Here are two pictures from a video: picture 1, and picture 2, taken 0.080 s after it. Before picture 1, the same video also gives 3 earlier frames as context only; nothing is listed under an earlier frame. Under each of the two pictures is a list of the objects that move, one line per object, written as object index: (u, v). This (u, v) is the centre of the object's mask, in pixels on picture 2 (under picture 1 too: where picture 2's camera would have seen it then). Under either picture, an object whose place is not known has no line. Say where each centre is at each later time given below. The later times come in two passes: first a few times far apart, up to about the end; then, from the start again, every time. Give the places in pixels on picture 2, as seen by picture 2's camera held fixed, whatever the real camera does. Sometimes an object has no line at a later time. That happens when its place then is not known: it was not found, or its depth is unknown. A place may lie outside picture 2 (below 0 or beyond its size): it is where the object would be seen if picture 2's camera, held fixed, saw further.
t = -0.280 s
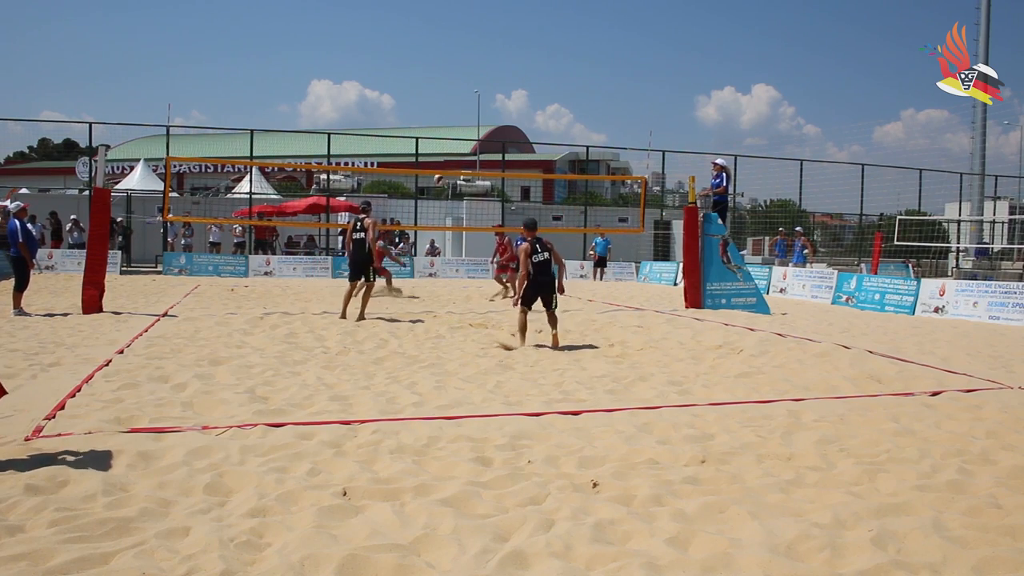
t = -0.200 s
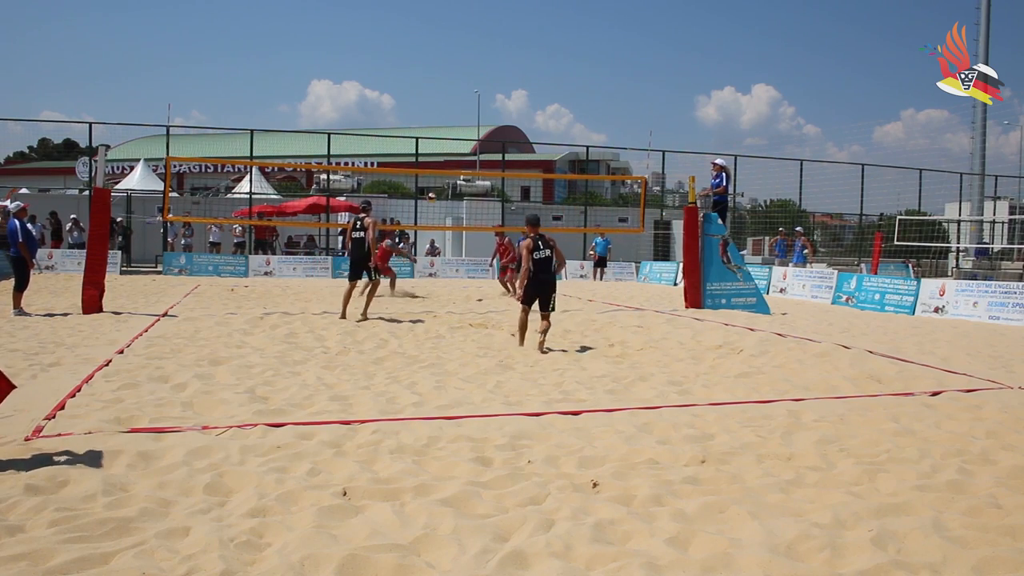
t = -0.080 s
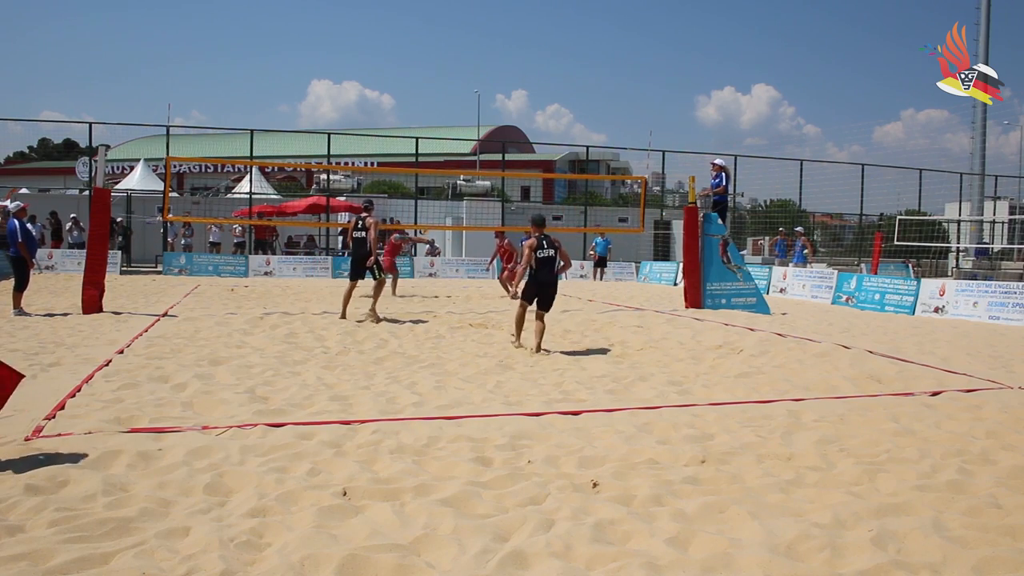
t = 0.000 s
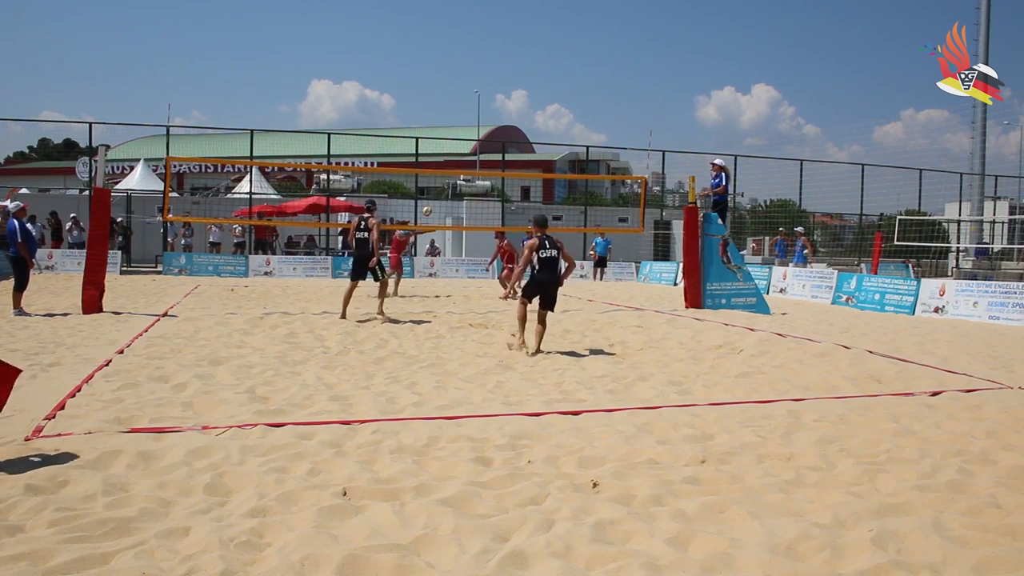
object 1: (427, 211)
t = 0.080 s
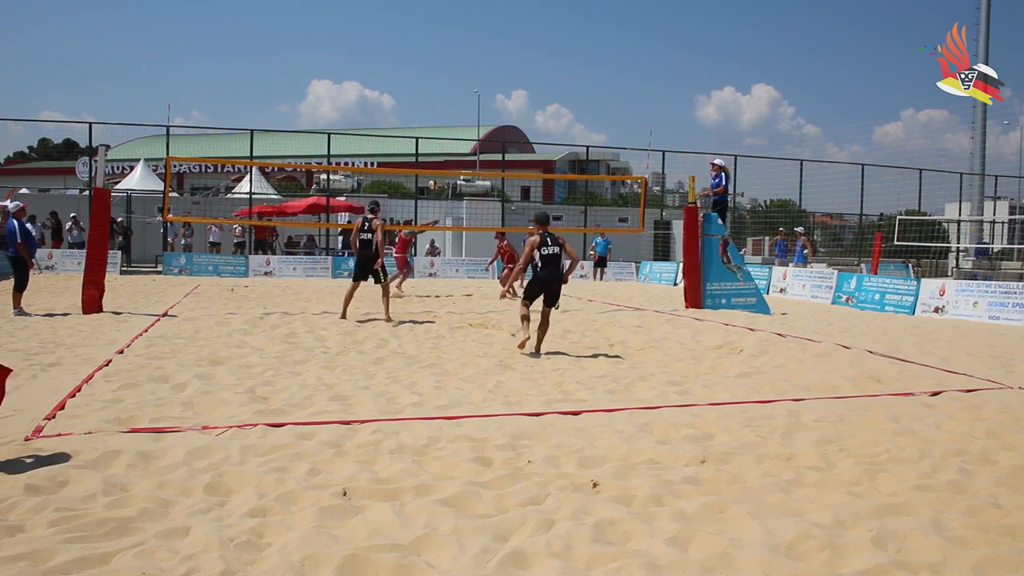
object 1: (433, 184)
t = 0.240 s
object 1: (446, 138)
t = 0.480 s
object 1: (465, 88)
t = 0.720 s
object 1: (483, 64)
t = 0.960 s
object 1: (502, 67)
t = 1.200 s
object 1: (520, 98)
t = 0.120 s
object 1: (436, 169)
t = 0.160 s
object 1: (439, 160)
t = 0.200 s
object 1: (443, 149)
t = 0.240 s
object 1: (446, 138)
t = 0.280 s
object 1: (449, 128)
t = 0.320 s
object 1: (452, 119)
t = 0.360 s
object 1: (455, 110)
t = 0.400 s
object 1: (458, 102)
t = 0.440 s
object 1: (461, 95)
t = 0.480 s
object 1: (465, 88)
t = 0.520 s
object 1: (468, 82)
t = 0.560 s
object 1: (471, 77)
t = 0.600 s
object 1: (474, 73)
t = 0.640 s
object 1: (477, 69)
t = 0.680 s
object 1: (480, 66)
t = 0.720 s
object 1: (483, 64)
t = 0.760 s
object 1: (487, 62)
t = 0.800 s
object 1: (490, 62)
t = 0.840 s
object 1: (493, 62)
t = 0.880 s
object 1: (496, 63)
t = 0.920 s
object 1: (499, 64)
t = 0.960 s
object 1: (502, 67)
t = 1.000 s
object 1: (505, 70)
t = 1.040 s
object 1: (508, 74)
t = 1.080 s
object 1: (511, 79)
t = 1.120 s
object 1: (514, 84)
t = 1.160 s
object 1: (517, 91)
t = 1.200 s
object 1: (520, 98)
